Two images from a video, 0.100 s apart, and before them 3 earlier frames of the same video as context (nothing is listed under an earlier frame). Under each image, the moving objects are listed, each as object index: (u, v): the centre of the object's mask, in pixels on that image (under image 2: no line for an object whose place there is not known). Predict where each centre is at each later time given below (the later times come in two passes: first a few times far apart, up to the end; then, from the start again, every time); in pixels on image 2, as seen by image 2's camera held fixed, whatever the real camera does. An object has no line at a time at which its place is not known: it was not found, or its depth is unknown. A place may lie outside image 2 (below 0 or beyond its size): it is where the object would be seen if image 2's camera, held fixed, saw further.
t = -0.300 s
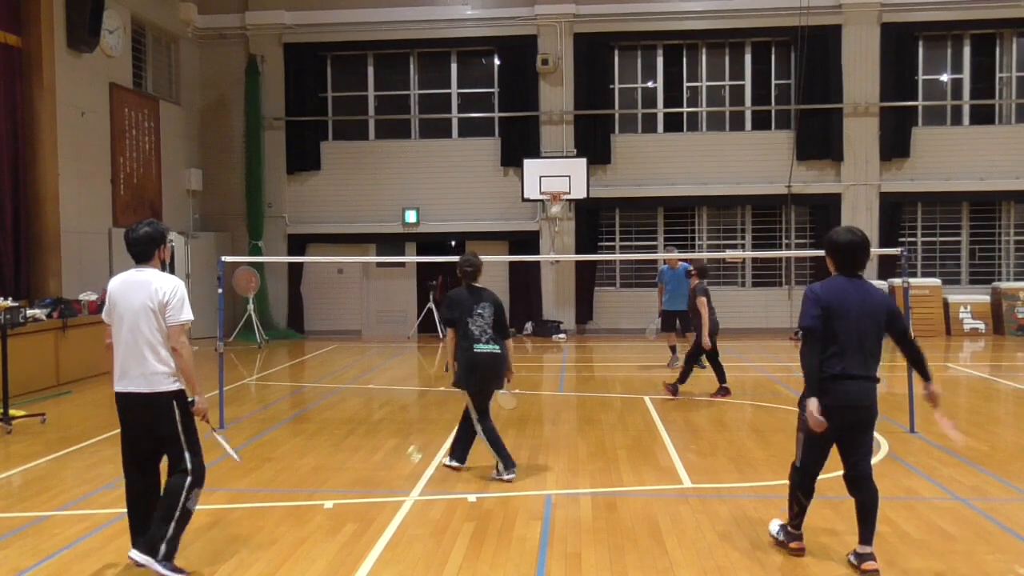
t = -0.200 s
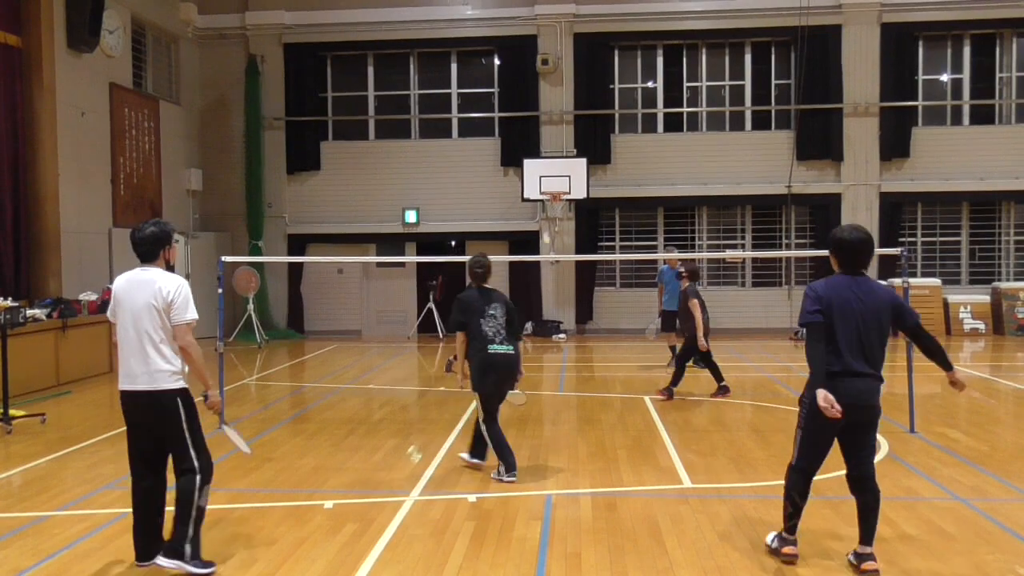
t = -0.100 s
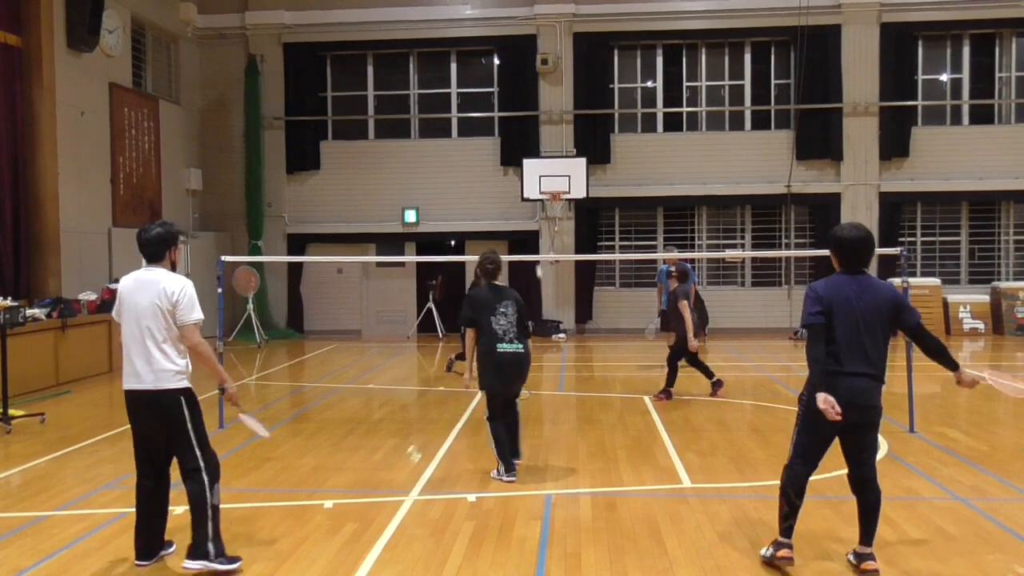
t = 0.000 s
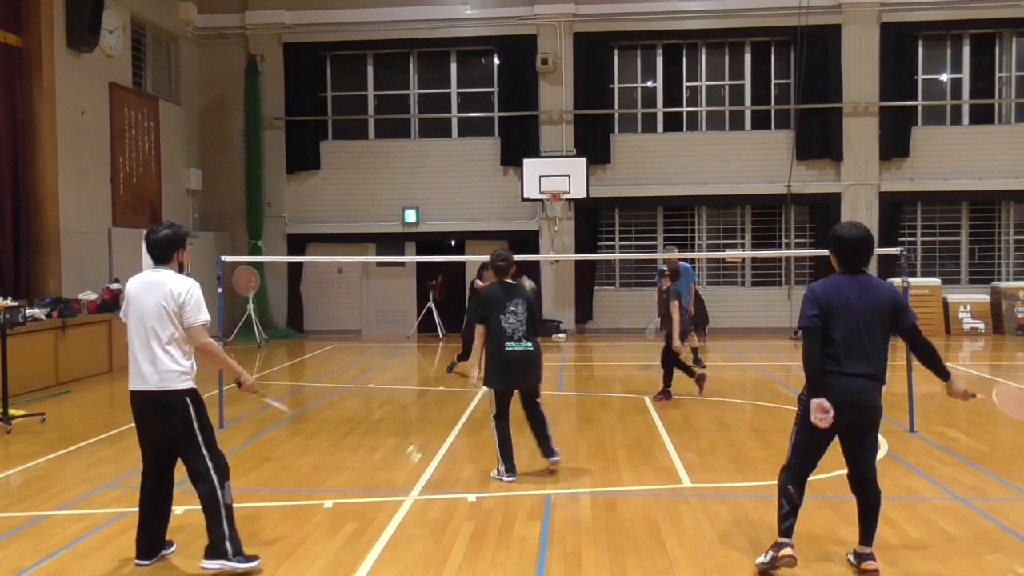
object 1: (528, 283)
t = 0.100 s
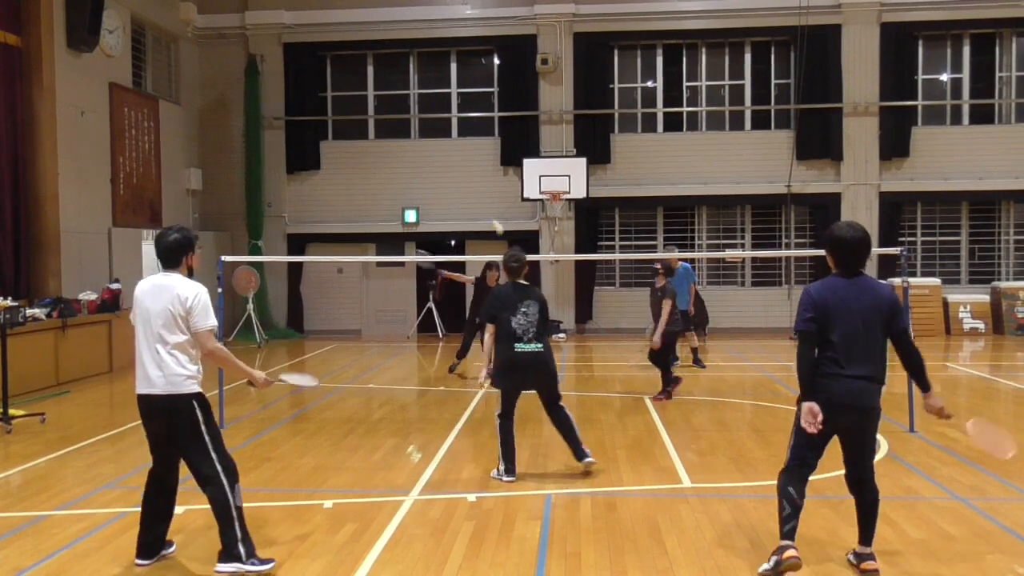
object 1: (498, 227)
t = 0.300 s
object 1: (436, 153)
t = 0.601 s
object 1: (352, 144)
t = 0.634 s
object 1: (343, 151)
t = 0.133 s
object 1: (488, 211)
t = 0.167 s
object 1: (477, 196)
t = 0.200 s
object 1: (466, 184)
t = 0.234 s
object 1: (457, 173)
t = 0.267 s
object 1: (446, 161)
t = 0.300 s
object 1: (436, 153)
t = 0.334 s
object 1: (427, 145)
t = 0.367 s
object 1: (418, 140)
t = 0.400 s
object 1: (410, 136)
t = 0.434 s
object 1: (401, 134)
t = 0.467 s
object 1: (392, 135)
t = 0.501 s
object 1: (382, 137)
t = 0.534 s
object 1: (371, 135)
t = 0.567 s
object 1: (362, 138)
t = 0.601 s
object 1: (352, 144)
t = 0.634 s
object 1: (343, 151)
